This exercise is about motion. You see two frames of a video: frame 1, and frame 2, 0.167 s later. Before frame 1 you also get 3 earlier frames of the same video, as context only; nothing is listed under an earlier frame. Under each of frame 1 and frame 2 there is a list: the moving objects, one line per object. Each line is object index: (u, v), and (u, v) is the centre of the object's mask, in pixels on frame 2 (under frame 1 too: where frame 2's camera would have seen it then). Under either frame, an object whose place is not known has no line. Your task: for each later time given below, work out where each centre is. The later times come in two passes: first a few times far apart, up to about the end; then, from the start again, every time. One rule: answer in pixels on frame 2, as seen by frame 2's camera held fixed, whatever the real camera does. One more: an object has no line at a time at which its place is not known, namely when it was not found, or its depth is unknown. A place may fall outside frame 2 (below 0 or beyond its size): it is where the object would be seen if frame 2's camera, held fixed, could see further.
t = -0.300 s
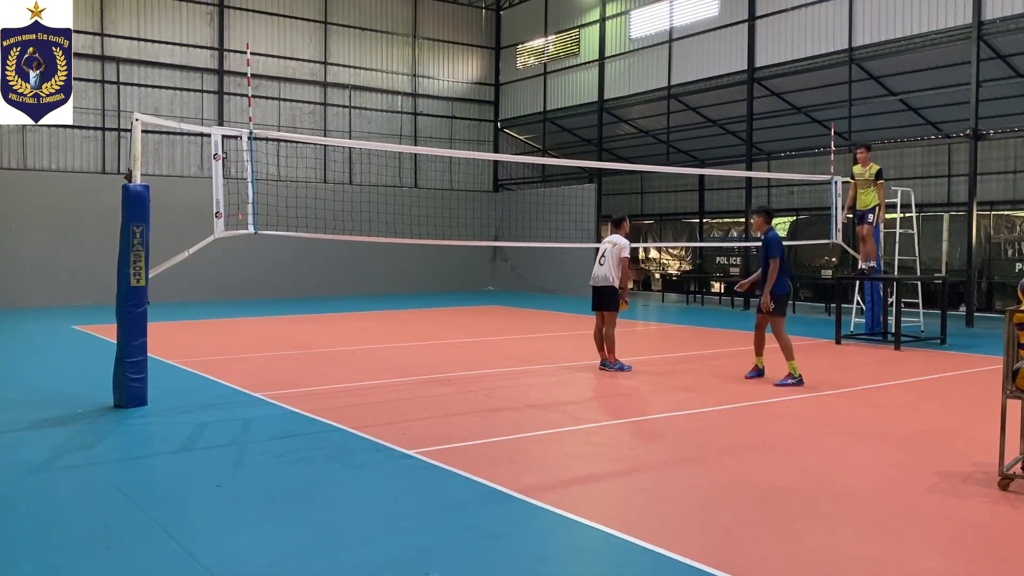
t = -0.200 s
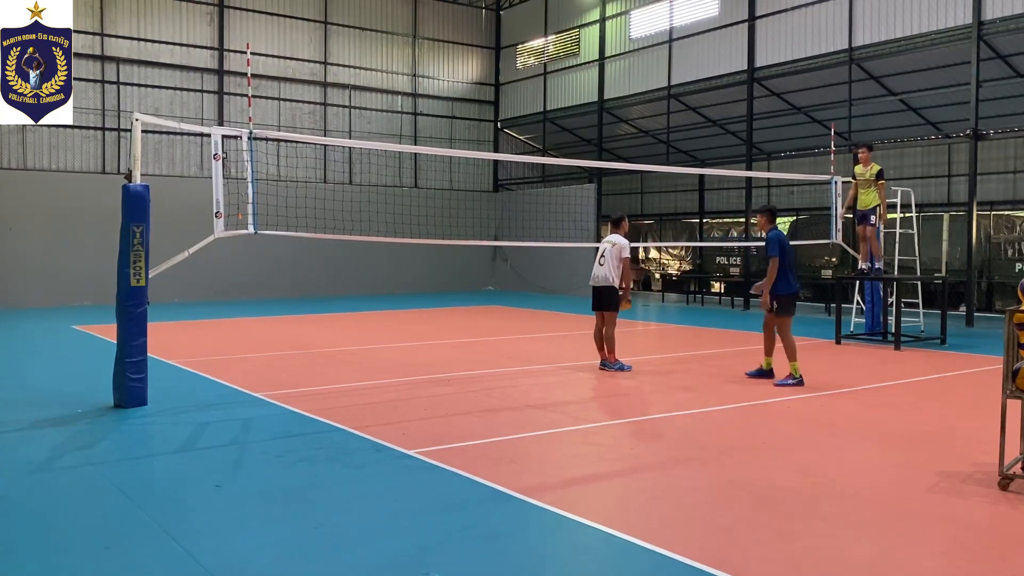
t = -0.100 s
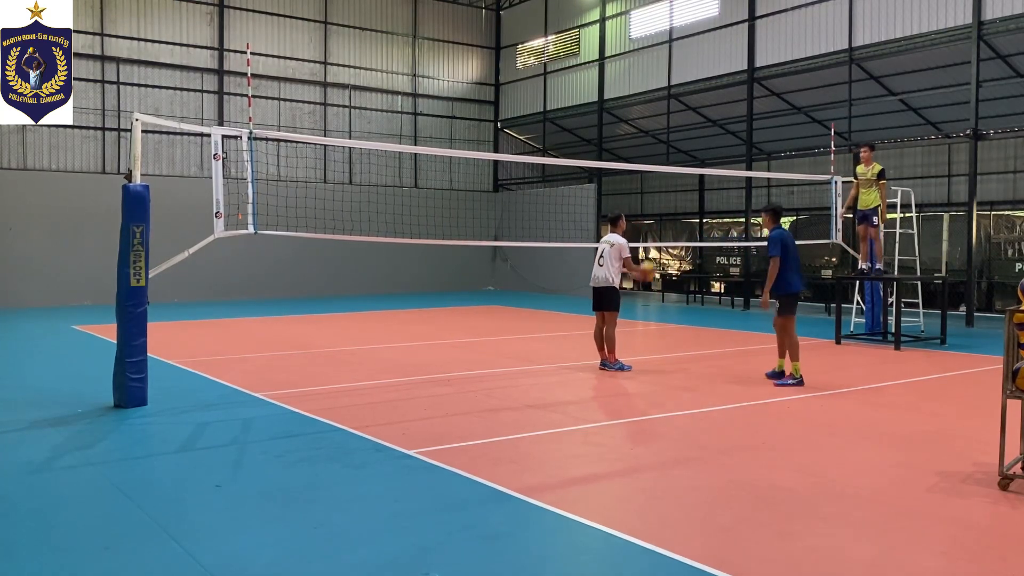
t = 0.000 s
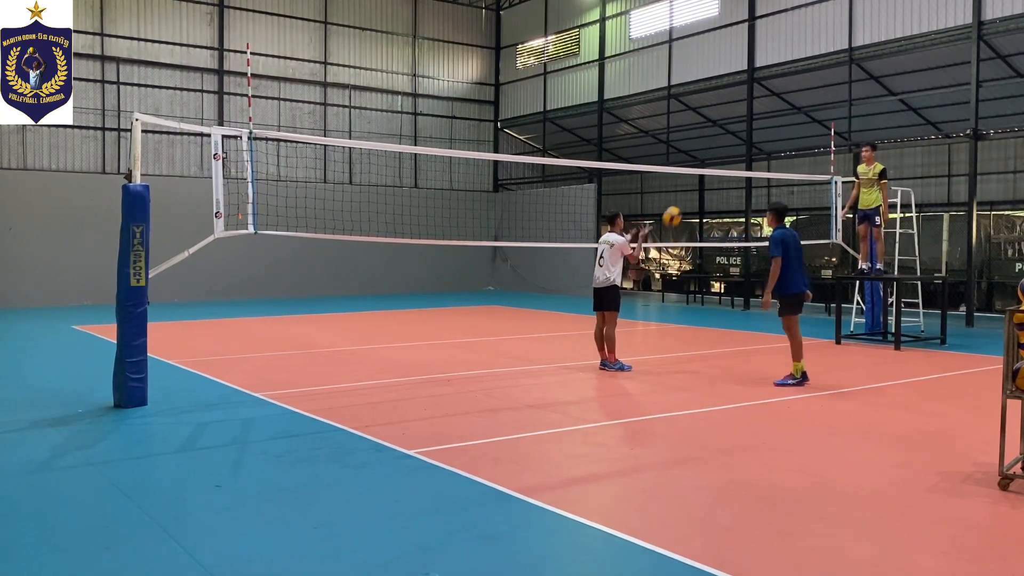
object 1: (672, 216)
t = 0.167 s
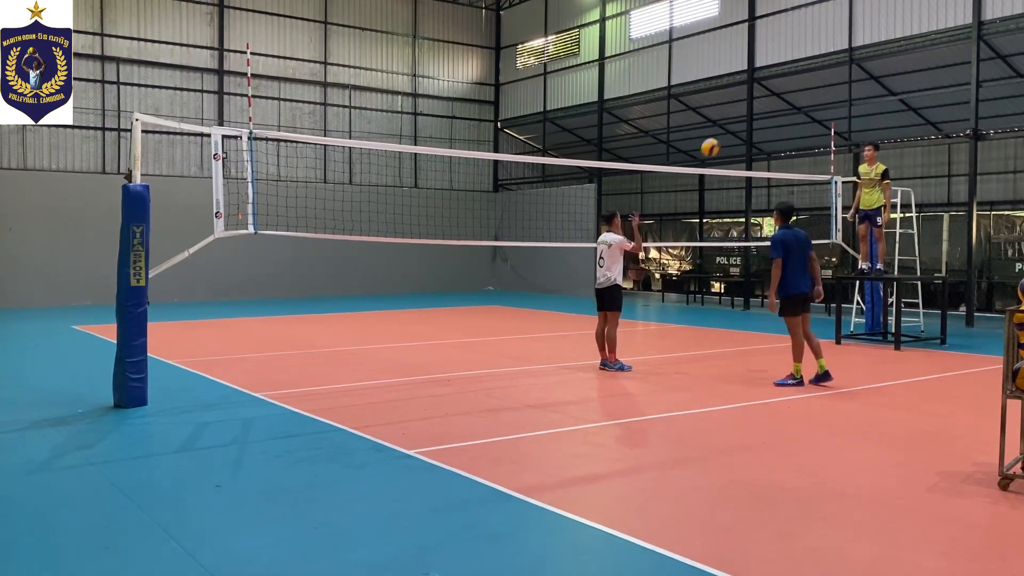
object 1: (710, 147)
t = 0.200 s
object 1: (717, 136)
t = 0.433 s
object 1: (763, 91)
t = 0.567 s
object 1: (786, 85)
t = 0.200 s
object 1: (717, 136)
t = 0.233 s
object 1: (725, 127)
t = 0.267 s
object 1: (731, 118)
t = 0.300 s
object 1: (738, 111)
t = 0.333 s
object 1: (745, 104)
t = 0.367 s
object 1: (751, 99)
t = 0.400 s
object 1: (757, 94)
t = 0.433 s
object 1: (763, 91)
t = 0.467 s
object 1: (769, 88)
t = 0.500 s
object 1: (775, 86)
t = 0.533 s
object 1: (781, 85)
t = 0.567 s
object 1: (786, 85)
